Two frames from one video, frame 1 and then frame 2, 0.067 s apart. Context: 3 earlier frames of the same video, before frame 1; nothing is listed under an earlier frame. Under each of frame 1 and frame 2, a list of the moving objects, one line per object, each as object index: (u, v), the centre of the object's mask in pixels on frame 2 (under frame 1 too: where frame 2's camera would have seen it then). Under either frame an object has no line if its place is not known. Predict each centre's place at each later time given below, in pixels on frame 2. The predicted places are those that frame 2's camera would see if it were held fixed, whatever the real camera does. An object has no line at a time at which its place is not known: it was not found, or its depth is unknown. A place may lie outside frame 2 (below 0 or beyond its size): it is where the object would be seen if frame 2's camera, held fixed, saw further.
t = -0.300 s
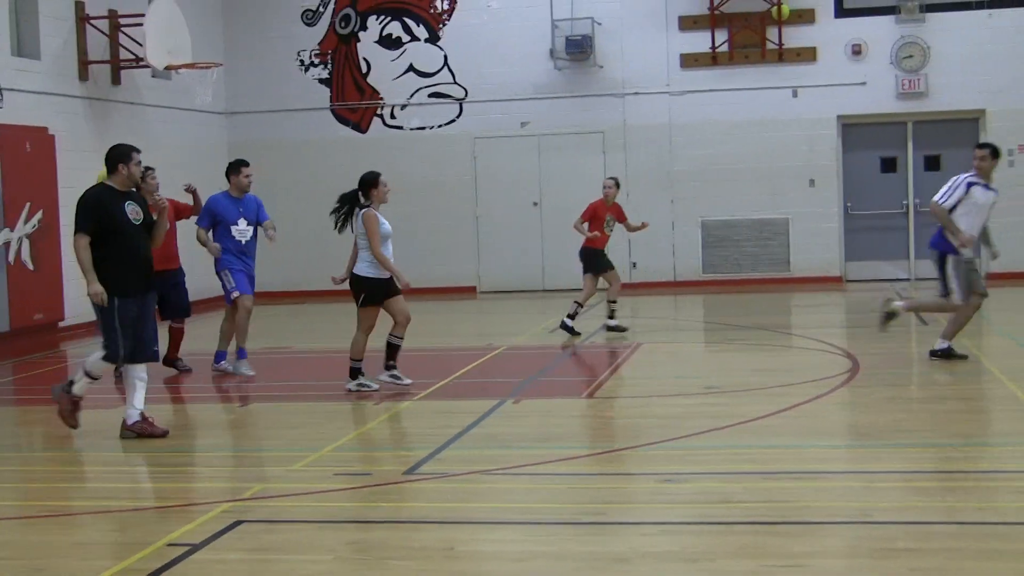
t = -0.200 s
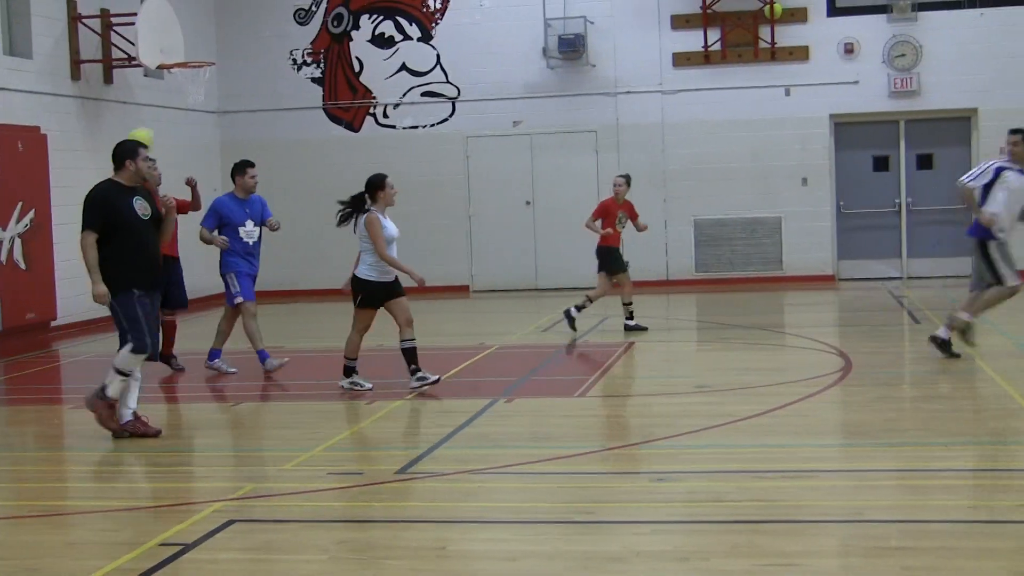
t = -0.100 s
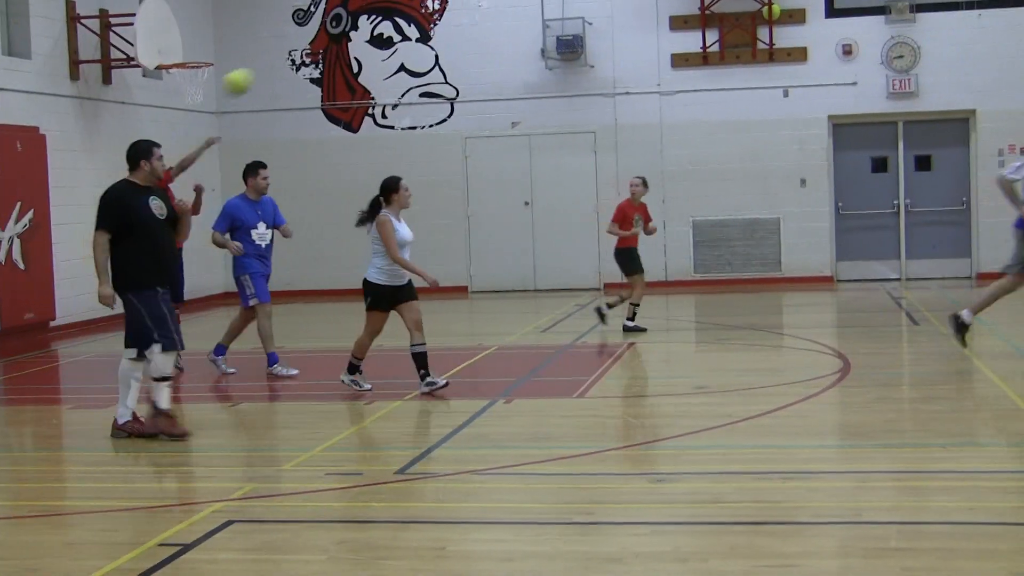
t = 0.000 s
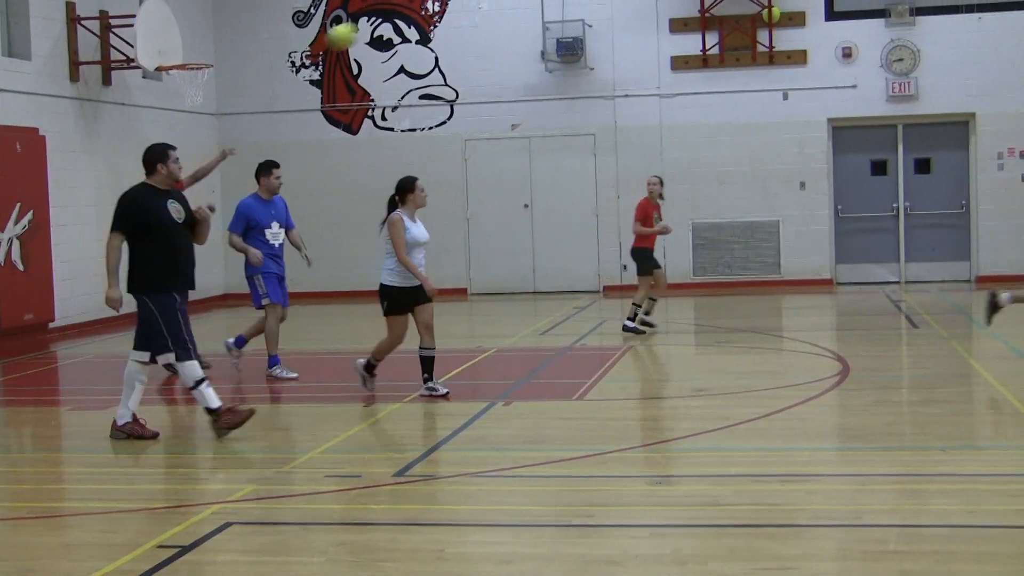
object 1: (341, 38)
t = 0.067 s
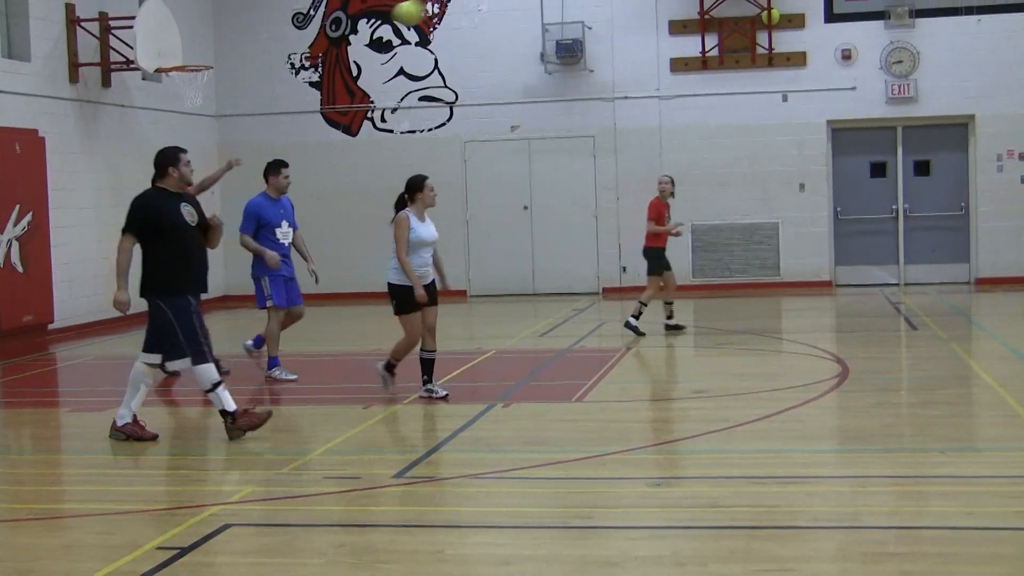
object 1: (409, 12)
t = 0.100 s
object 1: (442, 6)
